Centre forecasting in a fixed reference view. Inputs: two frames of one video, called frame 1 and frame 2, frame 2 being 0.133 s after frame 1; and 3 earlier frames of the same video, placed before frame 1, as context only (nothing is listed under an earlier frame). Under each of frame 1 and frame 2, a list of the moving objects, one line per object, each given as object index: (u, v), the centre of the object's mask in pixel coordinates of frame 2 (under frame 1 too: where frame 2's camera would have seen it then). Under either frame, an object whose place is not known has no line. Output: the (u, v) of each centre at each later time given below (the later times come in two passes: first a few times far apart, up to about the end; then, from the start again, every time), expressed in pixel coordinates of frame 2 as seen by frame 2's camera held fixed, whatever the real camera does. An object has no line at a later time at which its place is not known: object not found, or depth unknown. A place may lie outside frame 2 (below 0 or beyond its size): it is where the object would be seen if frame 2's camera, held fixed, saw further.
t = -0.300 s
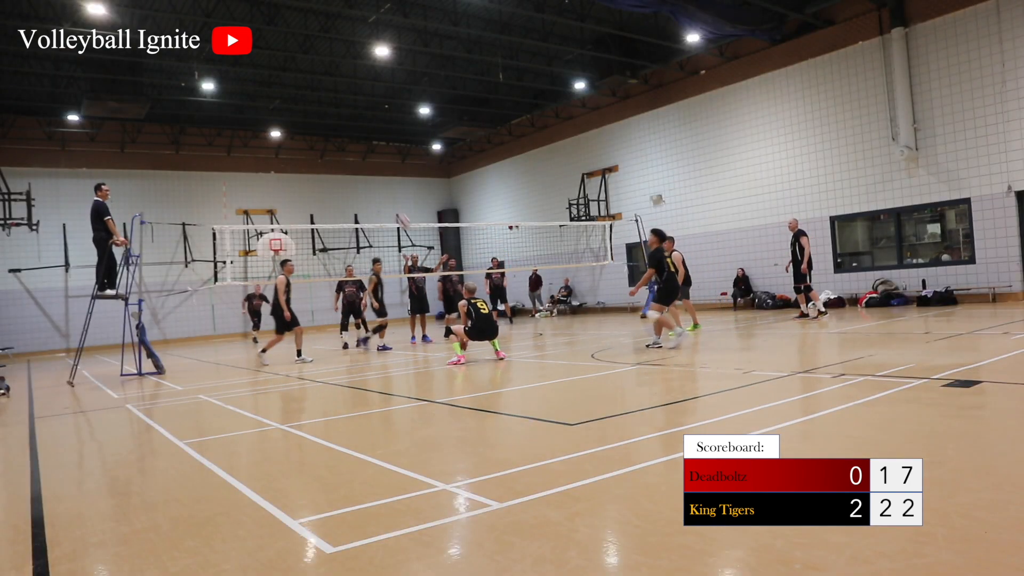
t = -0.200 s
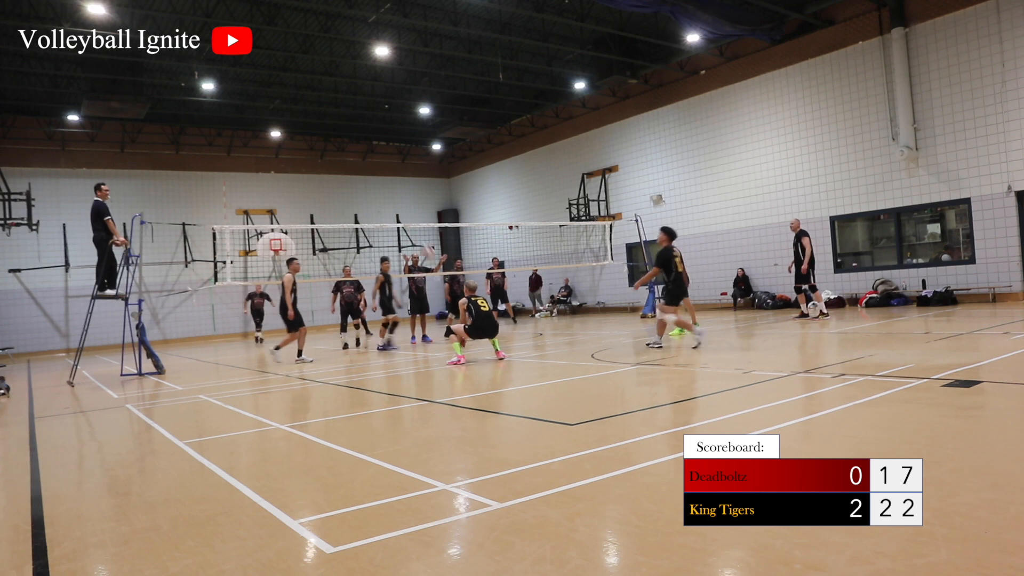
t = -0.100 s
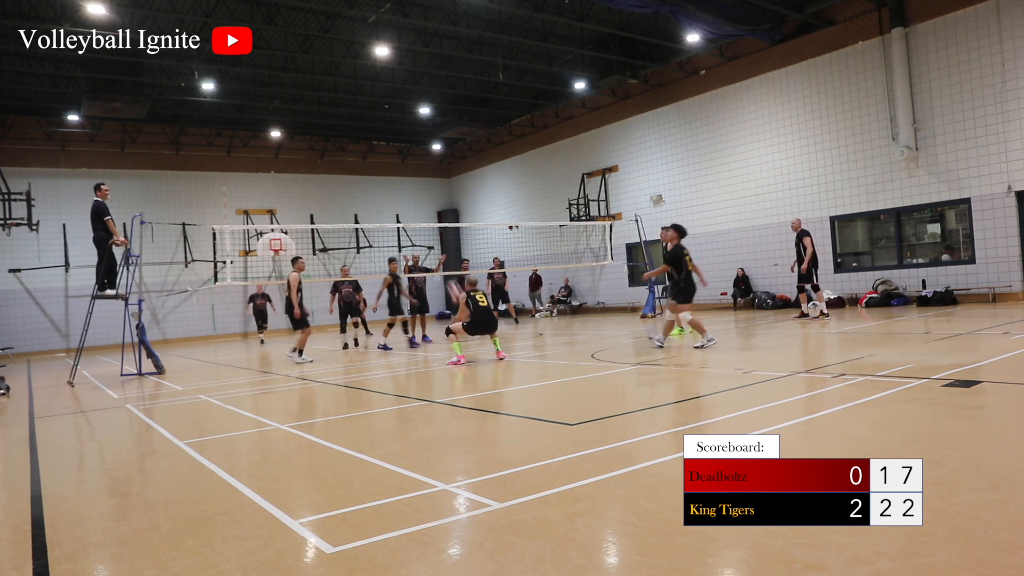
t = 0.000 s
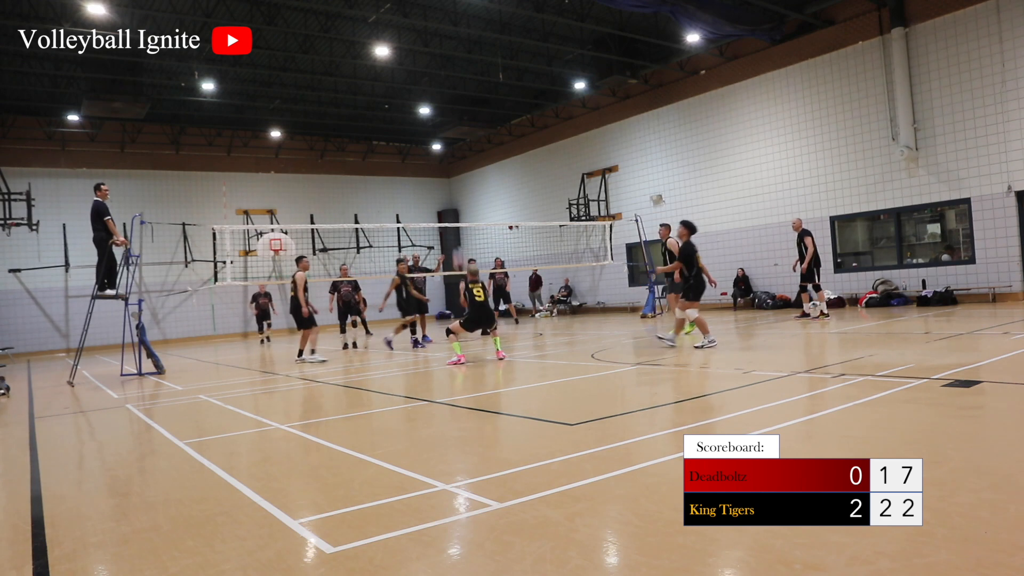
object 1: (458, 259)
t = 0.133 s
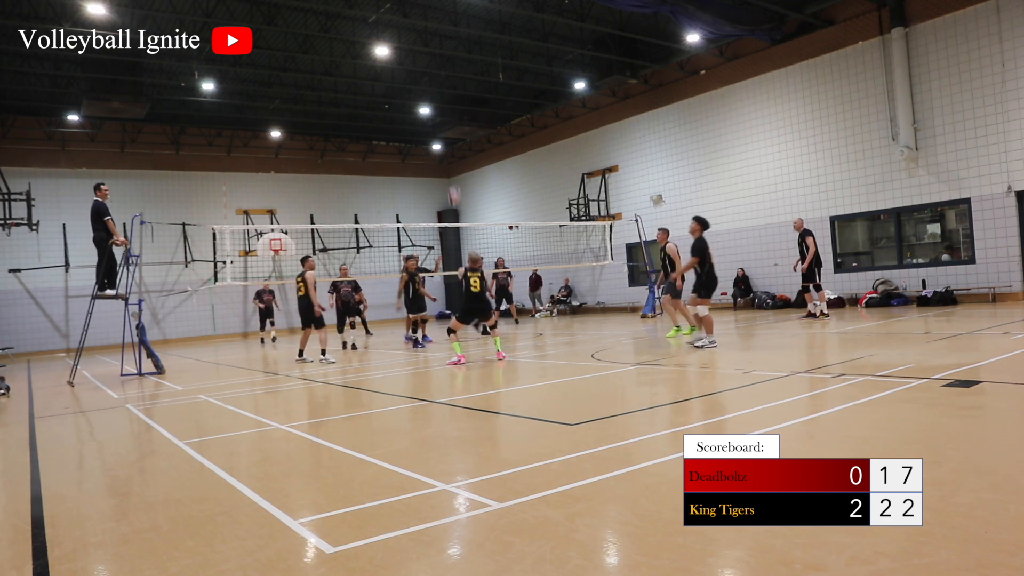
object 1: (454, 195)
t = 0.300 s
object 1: (450, 139)
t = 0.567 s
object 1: (445, 91)
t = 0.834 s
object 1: (444, 86)
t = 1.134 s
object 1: (446, 124)
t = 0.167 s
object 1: (453, 182)
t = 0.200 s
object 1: (452, 170)
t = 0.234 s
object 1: (451, 159)
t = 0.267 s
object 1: (450, 149)
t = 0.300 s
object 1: (450, 139)
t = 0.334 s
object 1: (448, 130)
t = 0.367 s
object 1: (448, 122)
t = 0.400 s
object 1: (447, 116)
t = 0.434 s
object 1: (447, 110)
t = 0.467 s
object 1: (446, 103)
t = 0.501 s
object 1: (446, 99)
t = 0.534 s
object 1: (445, 95)
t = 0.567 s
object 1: (445, 91)
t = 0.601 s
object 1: (445, 88)
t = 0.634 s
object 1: (444, 86)
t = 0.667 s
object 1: (444, 85)
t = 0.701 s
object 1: (444, 84)
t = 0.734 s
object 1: (444, 84)
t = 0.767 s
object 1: (444, 84)
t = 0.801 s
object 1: (444, 85)
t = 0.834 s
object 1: (444, 86)
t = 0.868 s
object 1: (444, 88)
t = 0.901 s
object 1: (444, 91)
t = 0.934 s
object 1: (445, 94)
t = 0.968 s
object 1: (445, 98)
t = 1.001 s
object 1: (445, 102)
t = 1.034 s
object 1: (445, 106)
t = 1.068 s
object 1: (445, 112)
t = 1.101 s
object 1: (446, 117)
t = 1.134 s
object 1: (446, 124)
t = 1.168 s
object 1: (447, 130)
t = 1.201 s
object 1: (447, 138)
